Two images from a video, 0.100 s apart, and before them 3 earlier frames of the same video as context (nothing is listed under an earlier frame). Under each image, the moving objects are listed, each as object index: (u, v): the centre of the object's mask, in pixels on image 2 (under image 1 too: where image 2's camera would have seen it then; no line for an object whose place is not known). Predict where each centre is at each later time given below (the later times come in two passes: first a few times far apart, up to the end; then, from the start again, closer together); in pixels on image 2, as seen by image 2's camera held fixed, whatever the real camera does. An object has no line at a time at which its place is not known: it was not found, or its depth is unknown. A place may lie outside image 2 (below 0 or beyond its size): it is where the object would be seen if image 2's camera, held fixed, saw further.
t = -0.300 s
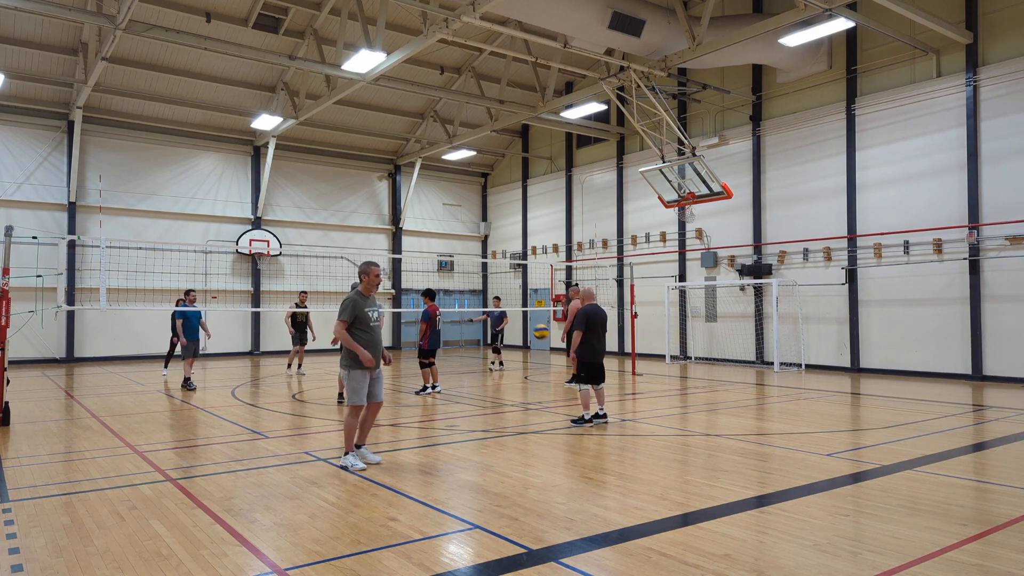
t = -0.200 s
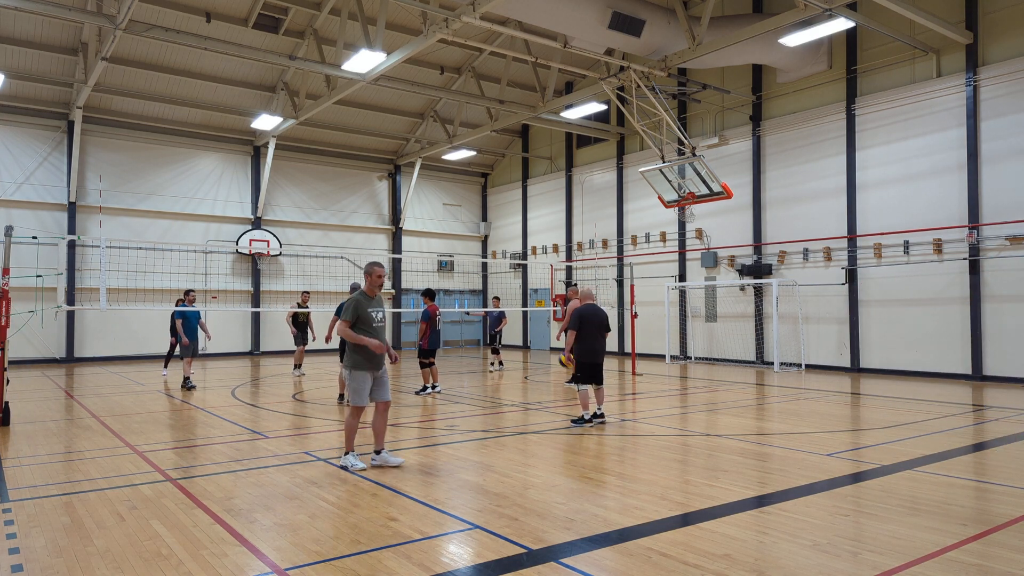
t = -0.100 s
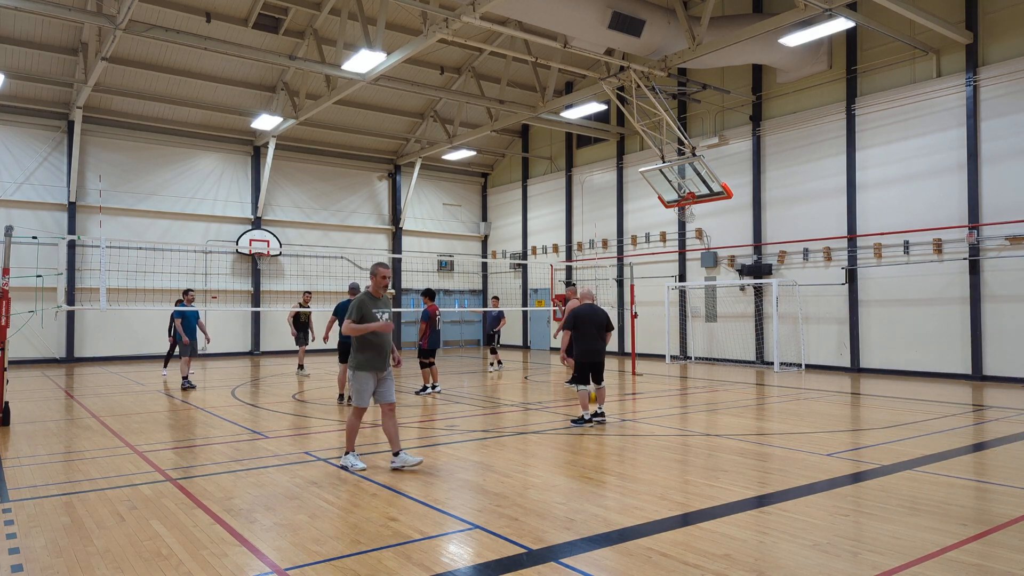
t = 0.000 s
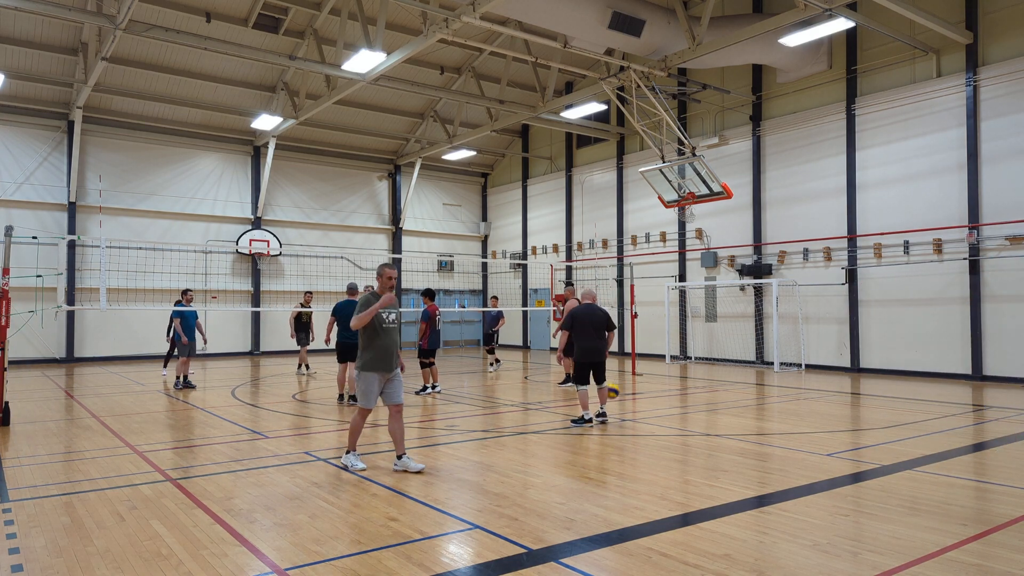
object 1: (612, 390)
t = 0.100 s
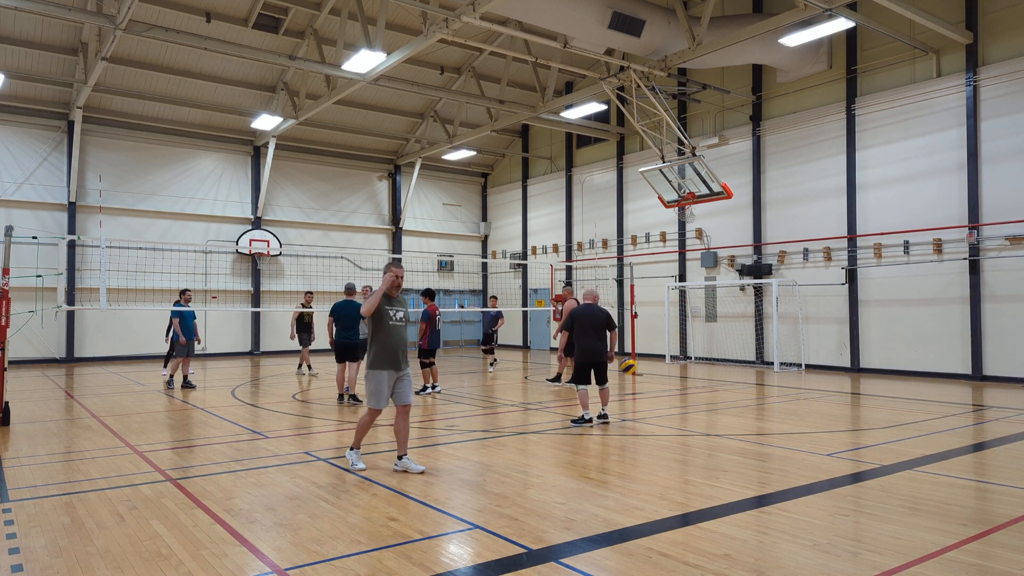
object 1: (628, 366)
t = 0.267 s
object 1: (655, 342)
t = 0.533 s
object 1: (702, 347)
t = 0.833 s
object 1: (758, 417)
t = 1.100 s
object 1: (809, 371)
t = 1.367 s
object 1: (862, 384)
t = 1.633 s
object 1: (918, 406)
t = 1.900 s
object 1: (971, 391)
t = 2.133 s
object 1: (1017, 429)
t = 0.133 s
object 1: (634, 360)
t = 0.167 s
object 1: (639, 355)
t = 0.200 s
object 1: (644, 350)
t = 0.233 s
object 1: (650, 345)
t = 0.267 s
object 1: (655, 342)
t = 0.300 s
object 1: (661, 340)
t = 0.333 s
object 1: (667, 338)
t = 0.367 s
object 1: (673, 337)
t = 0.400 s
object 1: (679, 338)
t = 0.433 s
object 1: (685, 339)
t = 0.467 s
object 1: (690, 341)
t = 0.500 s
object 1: (696, 343)
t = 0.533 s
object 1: (702, 347)
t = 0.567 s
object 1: (709, 351)
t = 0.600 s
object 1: (715, 356)
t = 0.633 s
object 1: (721, 363)
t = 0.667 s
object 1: (727, 370)
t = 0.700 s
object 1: (733, 378)
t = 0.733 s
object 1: (740, 387)
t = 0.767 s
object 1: (746, 397)
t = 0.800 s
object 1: (752, 408)
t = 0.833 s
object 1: (758, 417)
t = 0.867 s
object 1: (764, 408)
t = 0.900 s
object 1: (771, 400)
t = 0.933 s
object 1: (777, 393)
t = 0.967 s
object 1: (783, 387)
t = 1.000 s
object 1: (790, 382)
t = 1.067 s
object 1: (803, 374)
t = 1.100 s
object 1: (809, 371)
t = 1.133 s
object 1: (815, 370)
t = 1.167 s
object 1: (821, 369)
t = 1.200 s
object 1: (829, 369)
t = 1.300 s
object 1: (848, 375)
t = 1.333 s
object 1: (855, 379)
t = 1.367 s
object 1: (862, 384)
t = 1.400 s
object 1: (870, 390)
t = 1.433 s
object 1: (877, 396)
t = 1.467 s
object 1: (883, 405)
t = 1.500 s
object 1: (890, 414)
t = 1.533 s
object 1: (897, 423)
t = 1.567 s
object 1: (905, 419)
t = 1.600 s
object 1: (911, 412)
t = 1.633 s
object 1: (918, 406)
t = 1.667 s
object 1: (925, 401)
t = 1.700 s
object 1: (931, 397)
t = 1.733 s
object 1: (938, 393)
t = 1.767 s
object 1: (945, 391)
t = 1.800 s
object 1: (952, 390)
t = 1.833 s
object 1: (959, 389)
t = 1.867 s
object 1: (965, 389)
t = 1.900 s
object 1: (971, 391)
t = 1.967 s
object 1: (985, 397)
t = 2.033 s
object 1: (999, 407)
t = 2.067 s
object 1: (1006, 413)
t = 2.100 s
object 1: (1013, 421)
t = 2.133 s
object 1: (1017, 429)
